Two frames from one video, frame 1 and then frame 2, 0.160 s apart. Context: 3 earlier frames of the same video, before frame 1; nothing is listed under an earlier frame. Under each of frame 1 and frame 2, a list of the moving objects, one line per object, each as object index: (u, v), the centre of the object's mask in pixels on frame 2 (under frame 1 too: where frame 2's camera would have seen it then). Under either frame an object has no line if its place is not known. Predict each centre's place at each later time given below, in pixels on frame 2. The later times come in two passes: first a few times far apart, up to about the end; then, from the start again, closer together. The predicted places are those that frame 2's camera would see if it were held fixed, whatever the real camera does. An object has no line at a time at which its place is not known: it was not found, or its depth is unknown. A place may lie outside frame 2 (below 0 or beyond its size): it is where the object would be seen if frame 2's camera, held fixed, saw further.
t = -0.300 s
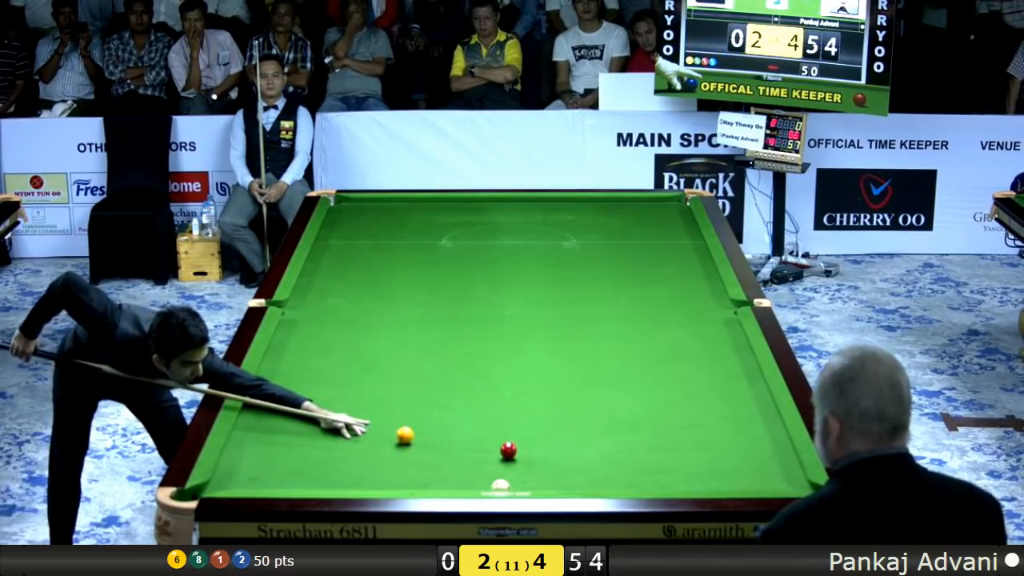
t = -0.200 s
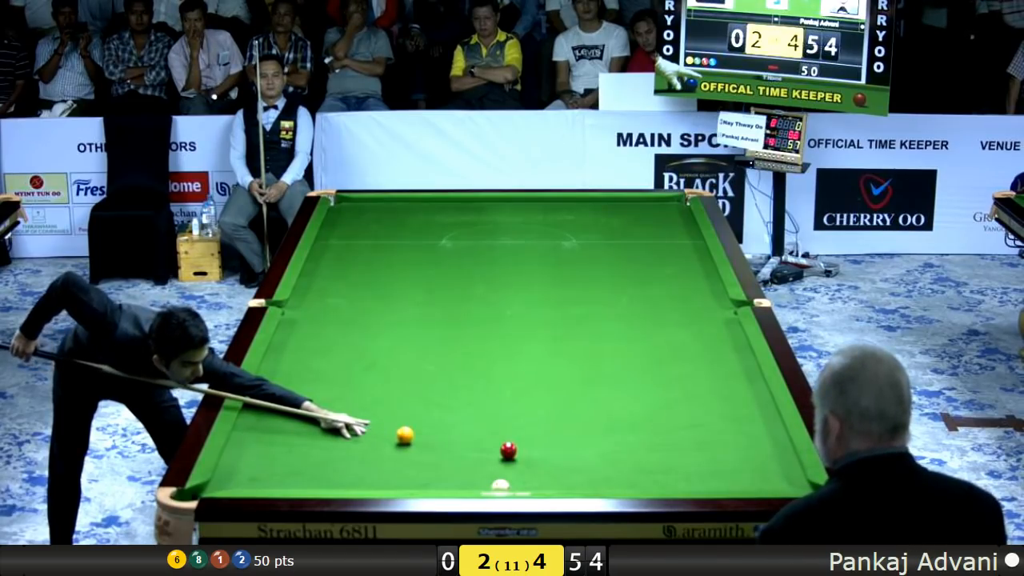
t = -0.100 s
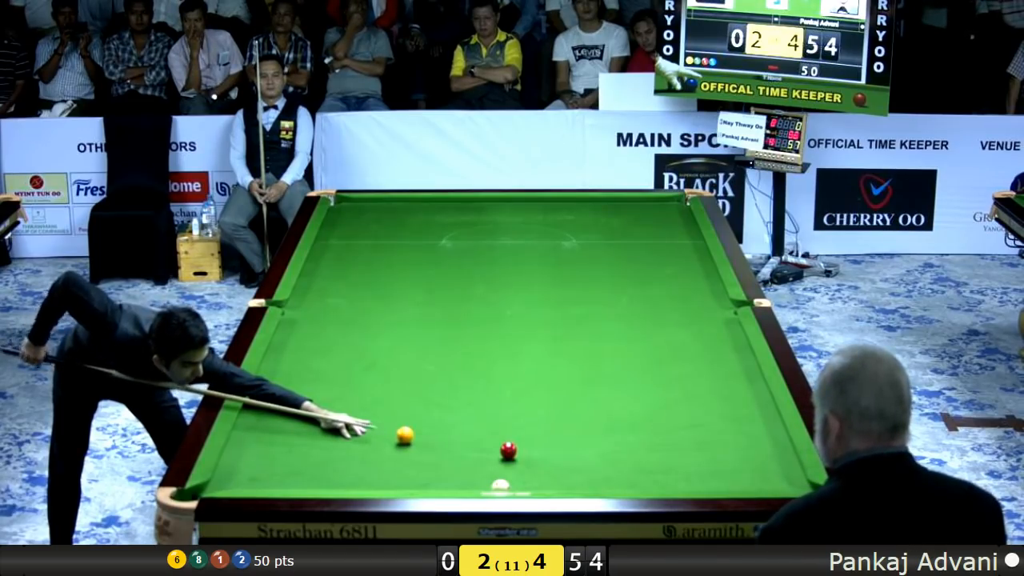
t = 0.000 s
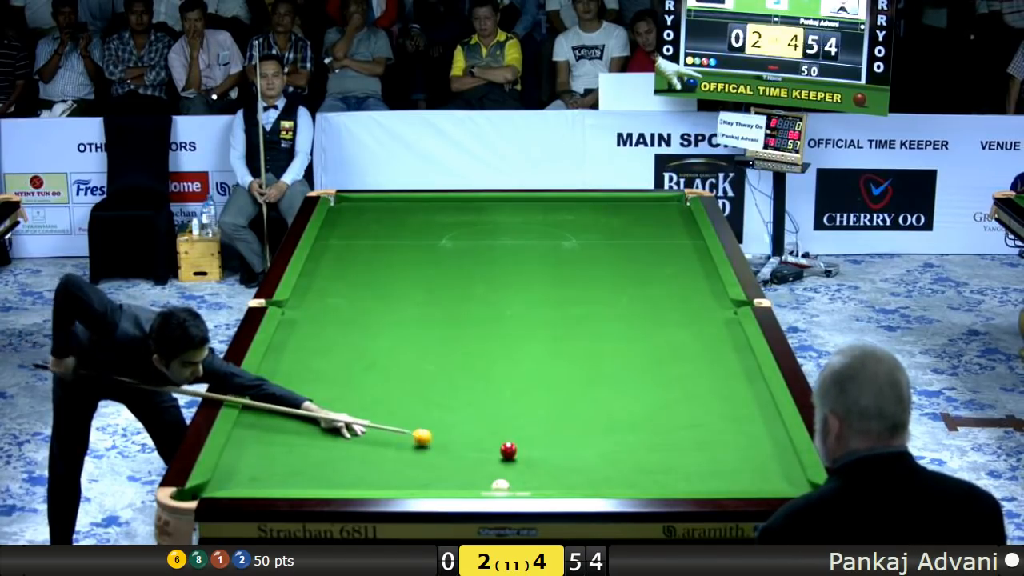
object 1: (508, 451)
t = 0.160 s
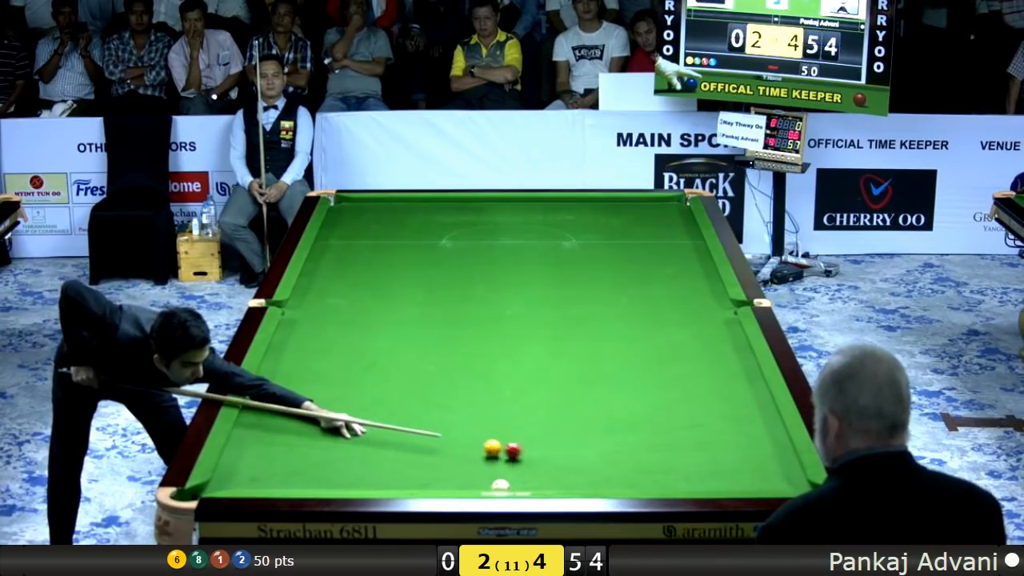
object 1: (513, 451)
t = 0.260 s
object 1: (554, 457)
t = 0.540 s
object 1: (643, 469)
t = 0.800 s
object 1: (722, 479)
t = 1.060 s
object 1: (800, 485)
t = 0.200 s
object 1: (530, 454)
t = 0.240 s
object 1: (546, 456)
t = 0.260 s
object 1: (554, 457)
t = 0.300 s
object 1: (568, 459)
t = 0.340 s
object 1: (582, 461)
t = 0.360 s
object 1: (589, 462)
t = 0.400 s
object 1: (601, 463)
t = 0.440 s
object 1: (613, 465)
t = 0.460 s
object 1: (619, 466)
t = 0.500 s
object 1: (631, 467)
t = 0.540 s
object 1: (643, 469)
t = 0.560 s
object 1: (650, 470)
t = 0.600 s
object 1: (662, 471)
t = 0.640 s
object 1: (674, 473)
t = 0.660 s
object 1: (680, 473)
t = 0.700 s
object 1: (692, 475)
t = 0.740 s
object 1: (704, 477)
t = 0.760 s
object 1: (710, 478)
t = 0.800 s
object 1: (722, 479)
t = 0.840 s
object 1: (735, 480)
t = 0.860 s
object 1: (741, 480)
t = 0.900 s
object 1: (753, 481)
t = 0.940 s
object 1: (765, 482)
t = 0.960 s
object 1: (771, 482)
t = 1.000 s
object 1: (783, 484)
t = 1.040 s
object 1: (795, 485)
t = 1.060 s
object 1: (800, 485)
